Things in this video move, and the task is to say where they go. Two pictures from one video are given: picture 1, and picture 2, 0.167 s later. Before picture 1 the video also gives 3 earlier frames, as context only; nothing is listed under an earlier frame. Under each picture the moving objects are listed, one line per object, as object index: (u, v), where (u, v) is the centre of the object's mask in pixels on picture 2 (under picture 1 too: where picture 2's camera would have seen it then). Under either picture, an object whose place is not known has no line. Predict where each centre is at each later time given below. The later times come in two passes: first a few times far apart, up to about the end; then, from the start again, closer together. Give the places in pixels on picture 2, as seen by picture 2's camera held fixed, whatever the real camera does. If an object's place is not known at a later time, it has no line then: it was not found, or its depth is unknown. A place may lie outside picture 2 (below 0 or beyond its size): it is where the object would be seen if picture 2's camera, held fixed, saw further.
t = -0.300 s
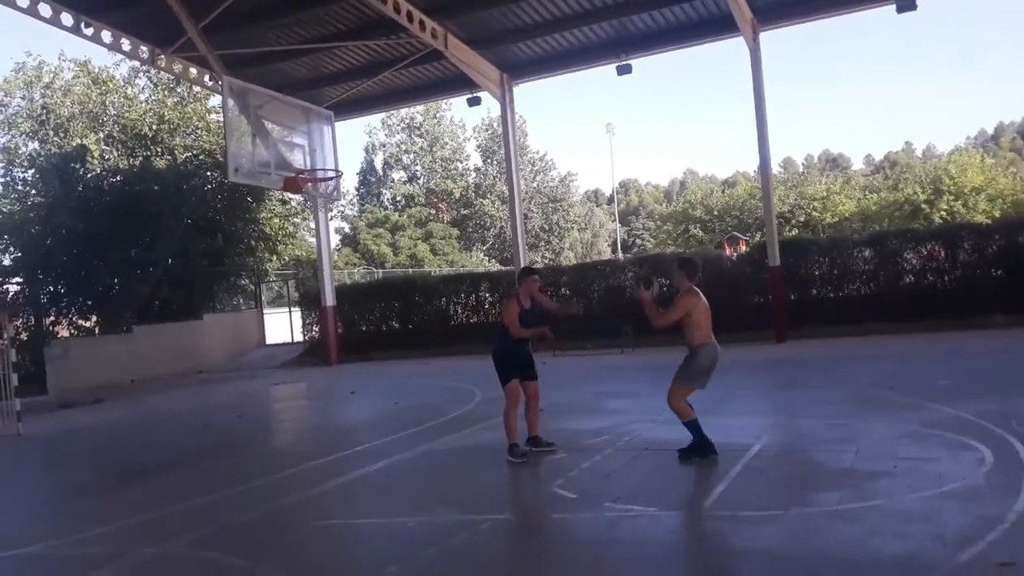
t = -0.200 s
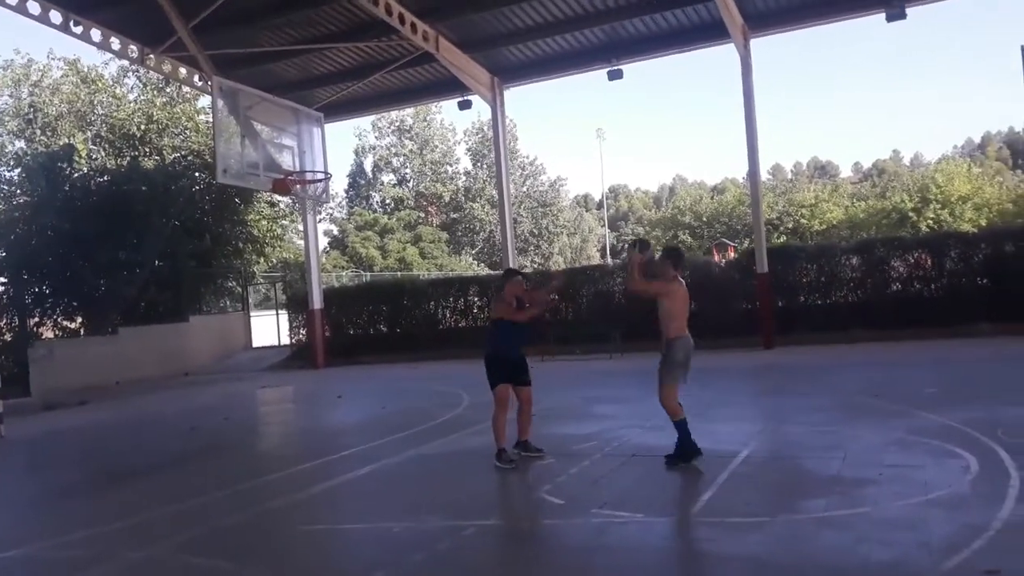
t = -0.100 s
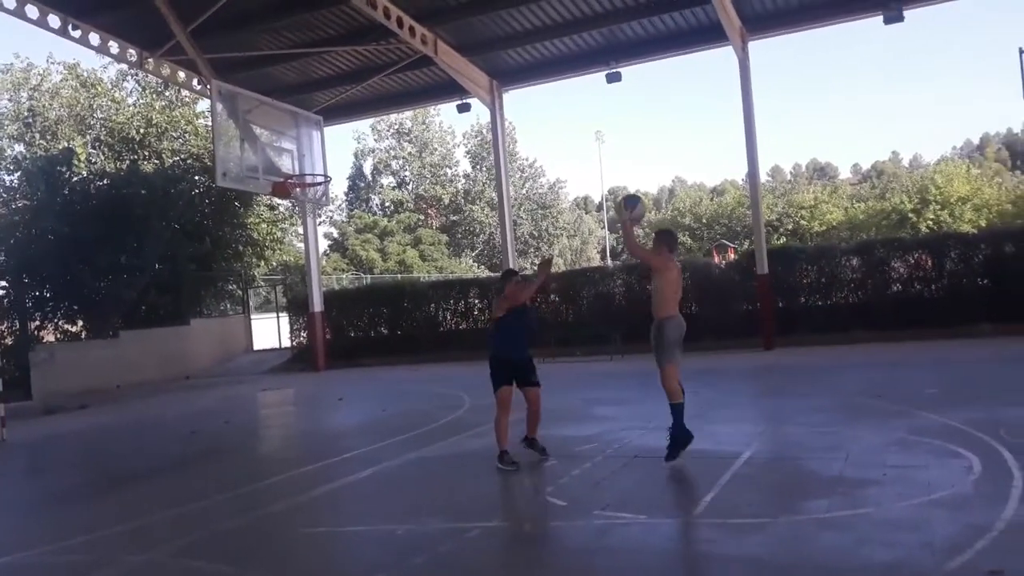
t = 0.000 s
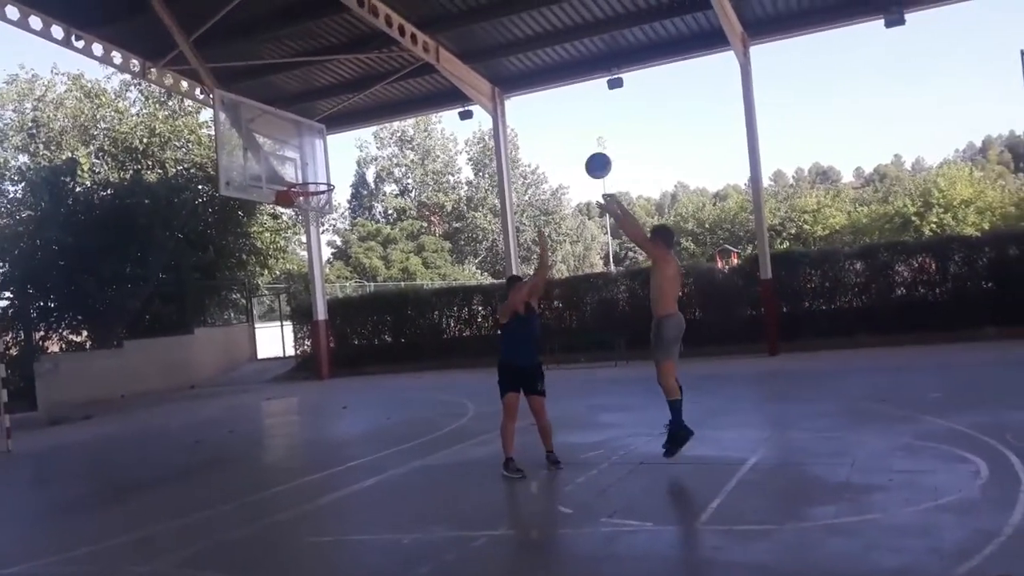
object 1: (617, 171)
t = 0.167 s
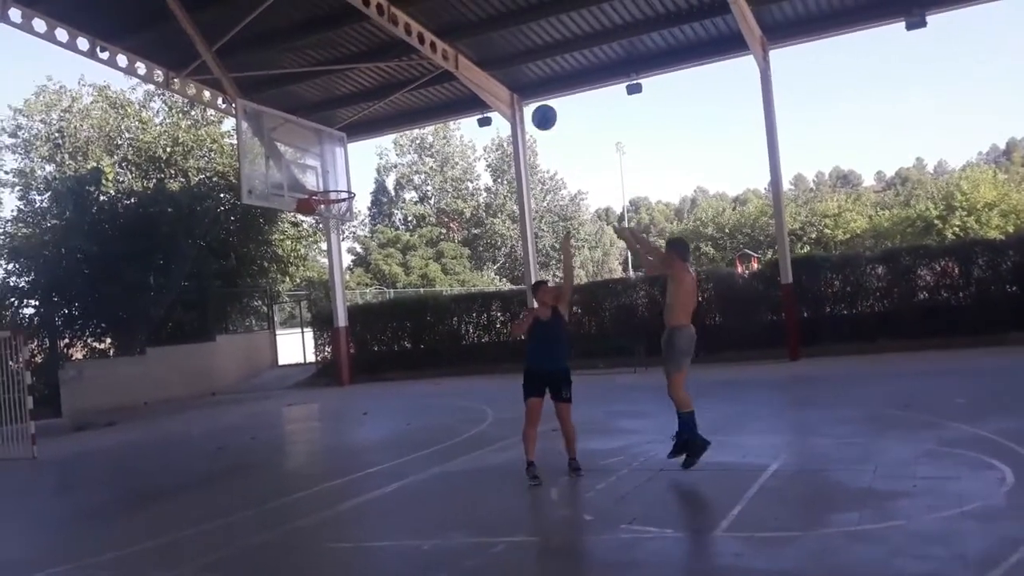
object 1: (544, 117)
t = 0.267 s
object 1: (503, 102)
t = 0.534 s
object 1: (411, 106)
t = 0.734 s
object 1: (352, 155)
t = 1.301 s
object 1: (409, 300)
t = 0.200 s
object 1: (533, 112)
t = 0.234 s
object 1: (516, 107)
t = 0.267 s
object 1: (503, 102)
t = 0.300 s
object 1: (492, 97)
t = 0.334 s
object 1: (481, 94)
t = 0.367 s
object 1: (469, 92)
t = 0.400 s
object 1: (457, 94)
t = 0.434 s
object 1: (445, 96)
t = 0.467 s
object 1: (433, 98)
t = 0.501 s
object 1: (422, 102)
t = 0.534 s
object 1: (411, 106)
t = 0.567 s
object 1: (401, 112)
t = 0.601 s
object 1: (385, 123)
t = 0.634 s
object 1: (381, 128)
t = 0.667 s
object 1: (372, 138)
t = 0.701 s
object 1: (362, 146)
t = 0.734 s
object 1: (352, 155)
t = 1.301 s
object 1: (409, 300)
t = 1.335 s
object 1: (415, 313)
